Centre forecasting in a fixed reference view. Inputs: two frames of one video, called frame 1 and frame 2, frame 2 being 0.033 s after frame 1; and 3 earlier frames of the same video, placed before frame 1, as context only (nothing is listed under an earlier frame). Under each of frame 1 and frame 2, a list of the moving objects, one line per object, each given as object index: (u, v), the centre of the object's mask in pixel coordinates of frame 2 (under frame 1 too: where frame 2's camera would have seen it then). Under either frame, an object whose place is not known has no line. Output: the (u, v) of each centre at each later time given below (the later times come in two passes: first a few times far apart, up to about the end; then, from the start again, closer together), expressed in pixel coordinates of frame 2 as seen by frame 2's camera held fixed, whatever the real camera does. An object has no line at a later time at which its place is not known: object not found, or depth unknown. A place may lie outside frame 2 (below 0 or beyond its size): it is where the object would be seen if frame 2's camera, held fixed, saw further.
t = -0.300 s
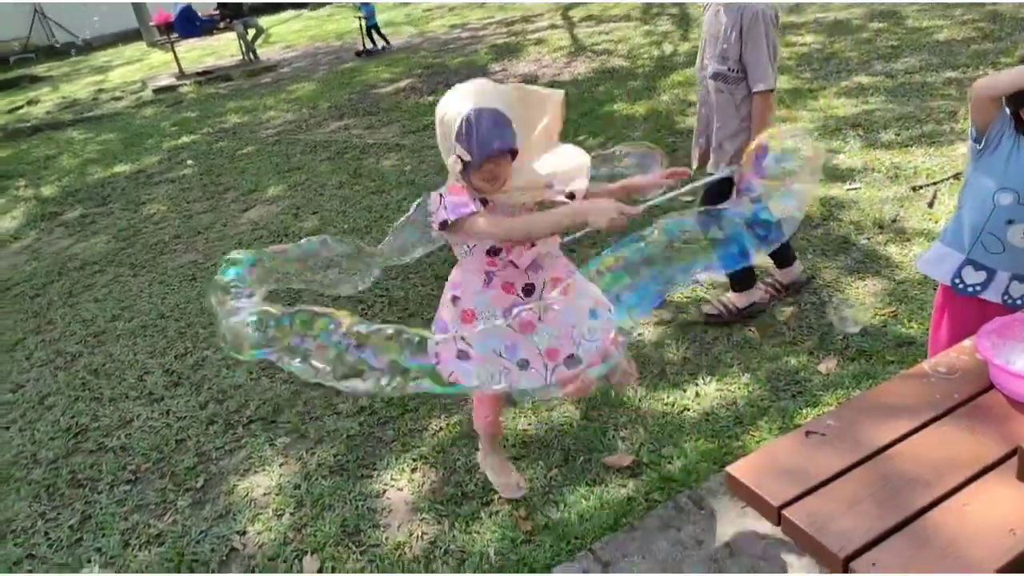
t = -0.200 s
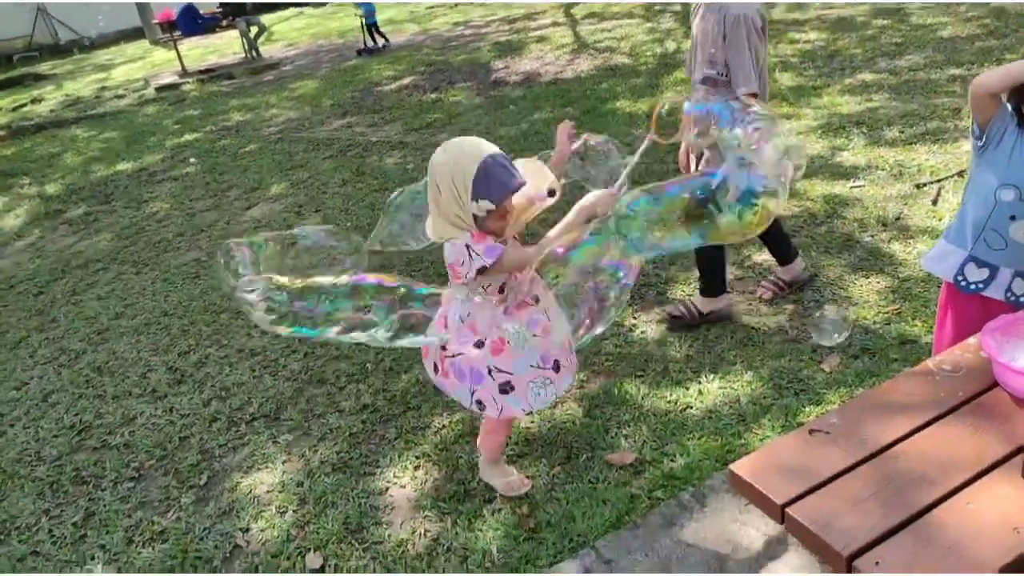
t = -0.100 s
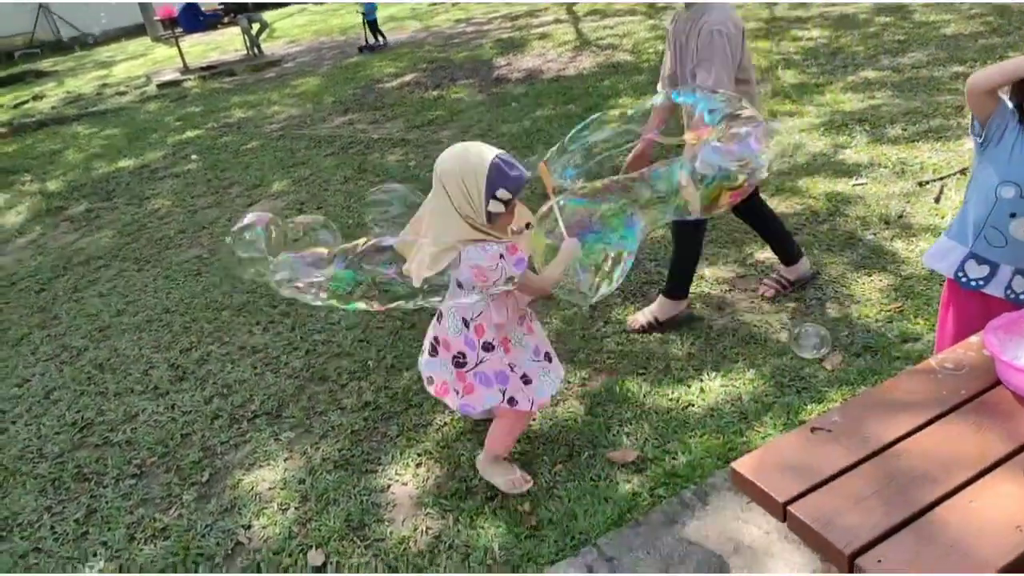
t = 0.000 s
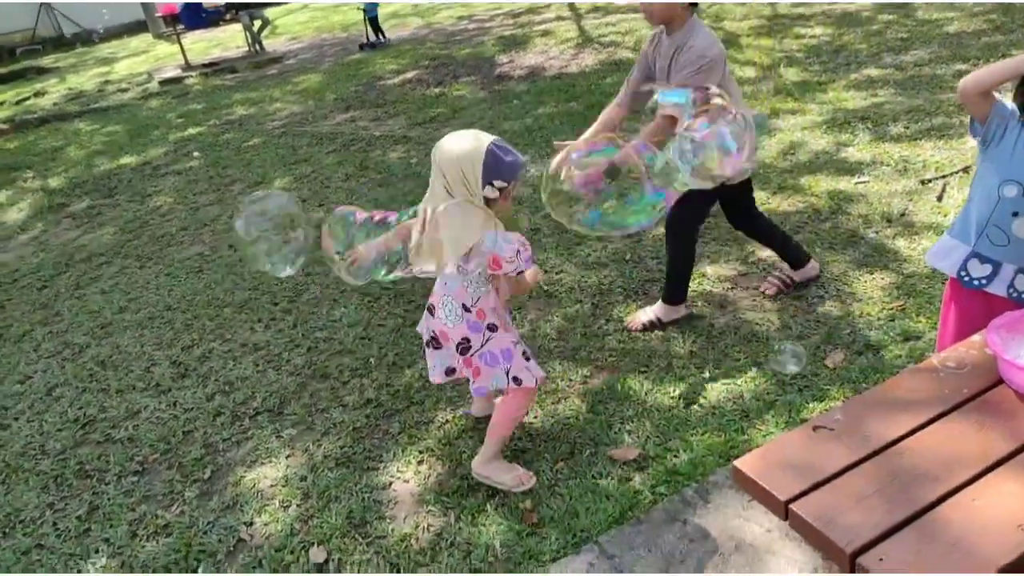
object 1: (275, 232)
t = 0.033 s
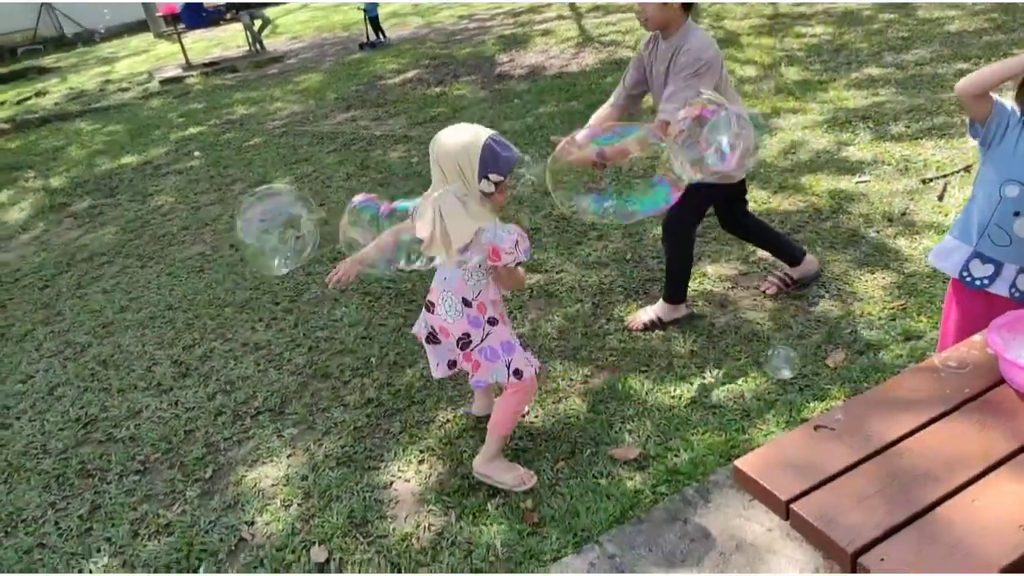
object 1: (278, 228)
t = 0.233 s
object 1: (273, 209)
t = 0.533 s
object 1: (277, 179)
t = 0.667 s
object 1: (278, 164)
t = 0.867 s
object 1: (284, 142)
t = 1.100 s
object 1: (294, 116)
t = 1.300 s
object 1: (303, 91)
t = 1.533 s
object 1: (321, 68)
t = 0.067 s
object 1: (279, 224)
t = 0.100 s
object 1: (279, 220)
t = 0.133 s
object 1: (276, 218)
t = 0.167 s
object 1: (273, 215)
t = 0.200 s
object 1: (272, 213)
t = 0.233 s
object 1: (273, 209)
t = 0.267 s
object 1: (274, 205)
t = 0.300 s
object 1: (275, 201)
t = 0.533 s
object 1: (277, 179)
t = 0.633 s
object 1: (279, 168)
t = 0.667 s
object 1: (278, 164)
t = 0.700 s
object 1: (278, 160)
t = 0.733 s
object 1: (279, 157)
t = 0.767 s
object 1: (280, 153)
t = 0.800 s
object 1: (283, 150)
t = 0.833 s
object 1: (284, 146)
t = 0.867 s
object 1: (284, 142)
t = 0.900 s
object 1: (285, 138)
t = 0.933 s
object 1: (287, 135)
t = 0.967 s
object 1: (289, 130)
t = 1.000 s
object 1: (289, 127)
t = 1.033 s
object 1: (291, 123)
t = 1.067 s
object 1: (293, 119)
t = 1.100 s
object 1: (294, 116)
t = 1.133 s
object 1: (295, 112)
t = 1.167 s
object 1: (297, 109)
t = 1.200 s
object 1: (300, 104)
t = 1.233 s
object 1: (301, 99)
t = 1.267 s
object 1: (302, 95)
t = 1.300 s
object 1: (303, 91)
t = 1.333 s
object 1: (302, 88)
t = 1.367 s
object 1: (303, 86)
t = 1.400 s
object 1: (305, 84)
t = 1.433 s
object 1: (313, 79)
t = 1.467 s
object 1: (314, 78)
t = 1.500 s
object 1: (319, 75)
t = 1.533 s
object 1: (321, 68)
